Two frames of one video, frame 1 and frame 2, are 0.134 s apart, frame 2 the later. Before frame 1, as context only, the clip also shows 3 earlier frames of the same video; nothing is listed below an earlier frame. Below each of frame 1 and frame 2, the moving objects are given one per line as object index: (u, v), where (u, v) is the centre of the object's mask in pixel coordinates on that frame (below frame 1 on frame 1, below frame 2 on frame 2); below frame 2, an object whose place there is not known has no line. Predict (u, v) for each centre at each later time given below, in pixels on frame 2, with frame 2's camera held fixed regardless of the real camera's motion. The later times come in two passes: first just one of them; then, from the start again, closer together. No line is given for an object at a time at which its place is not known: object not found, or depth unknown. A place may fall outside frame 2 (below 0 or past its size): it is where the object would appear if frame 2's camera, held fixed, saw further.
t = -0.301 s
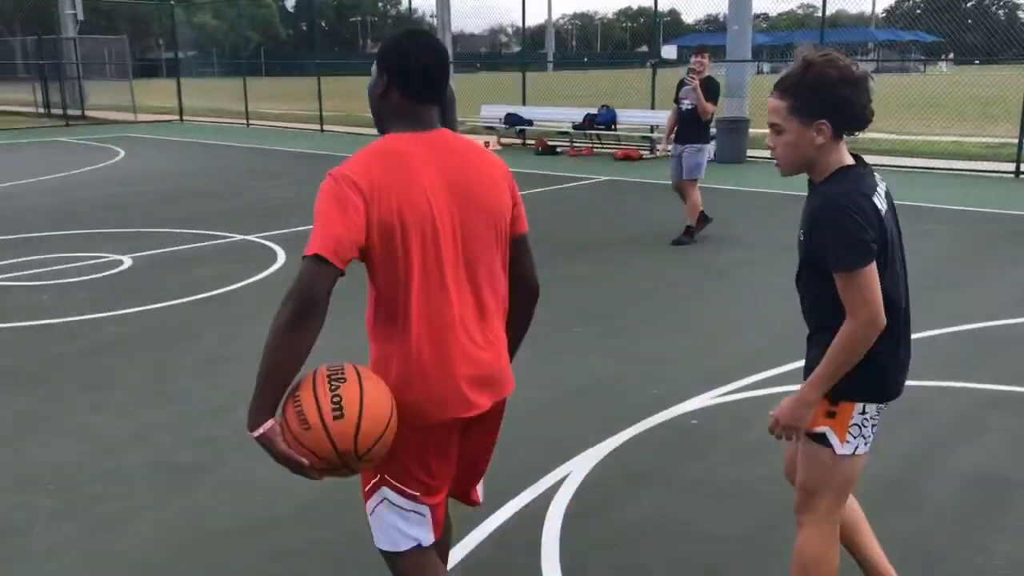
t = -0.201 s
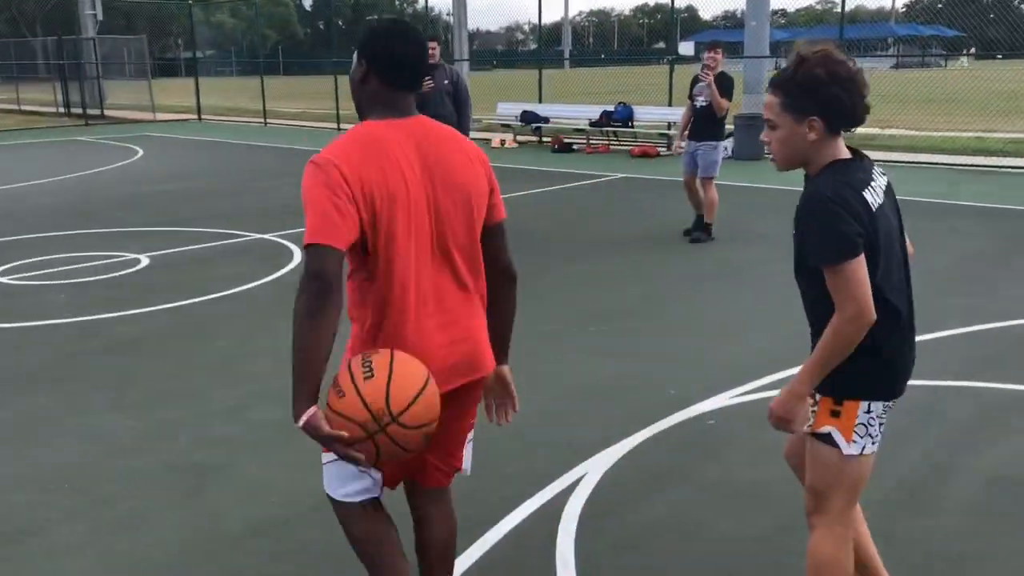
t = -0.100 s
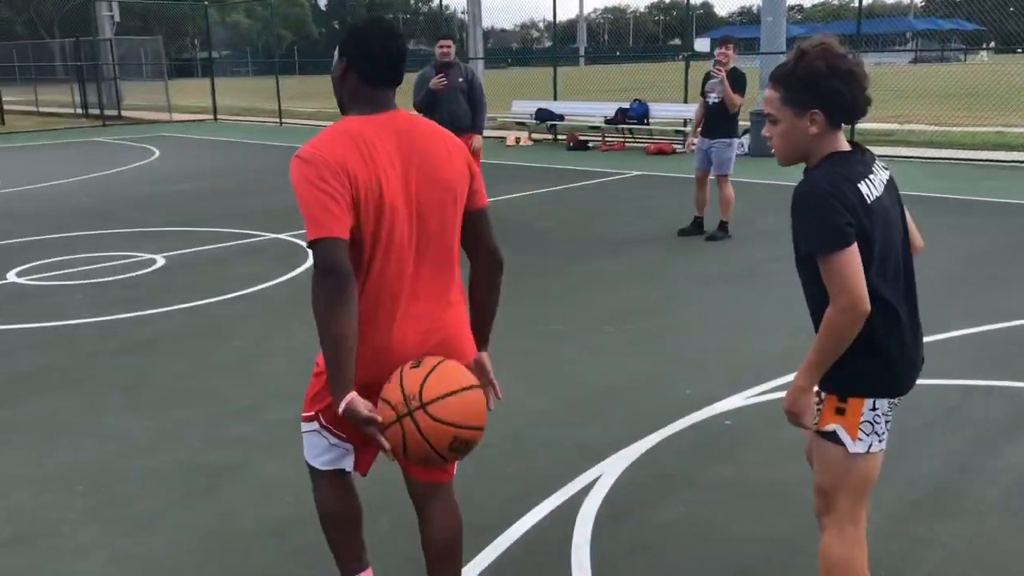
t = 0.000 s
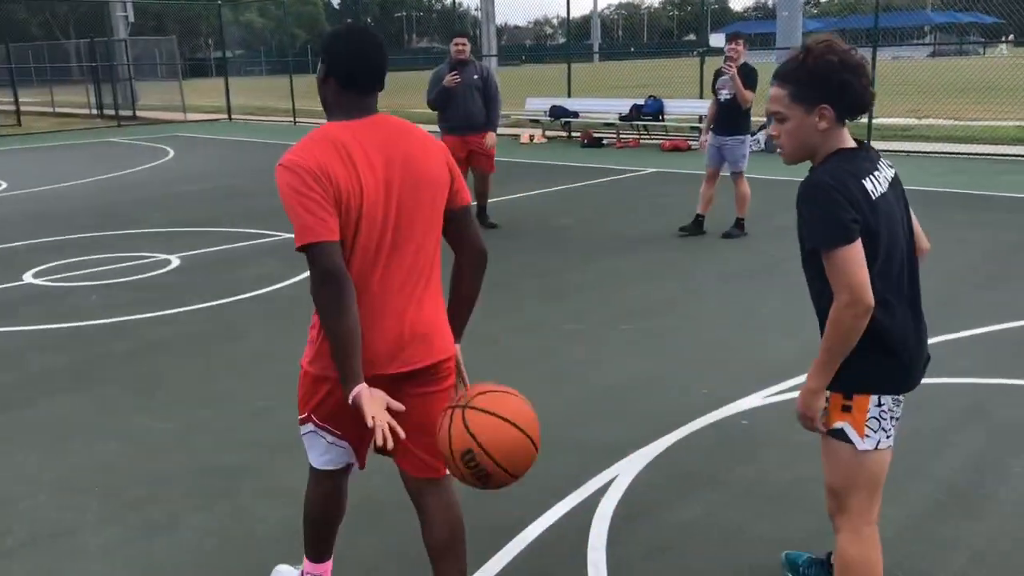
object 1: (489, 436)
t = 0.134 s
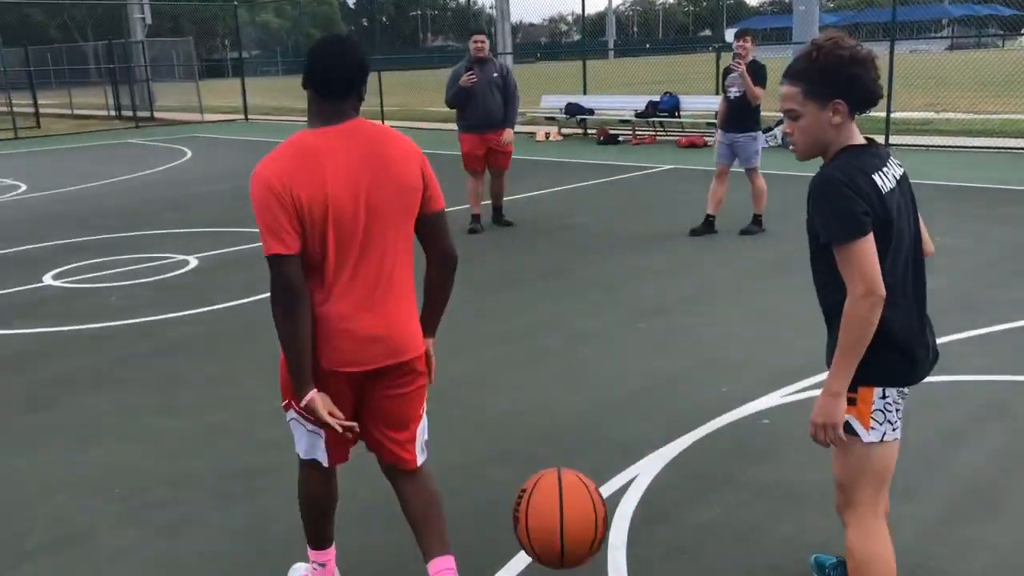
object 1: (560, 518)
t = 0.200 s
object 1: (584, 555)
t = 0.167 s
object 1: (572, 539)
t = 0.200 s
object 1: (584, 555)
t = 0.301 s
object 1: (612, 559)
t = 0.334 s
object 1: (625, 545)
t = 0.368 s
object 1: (632, 513)
